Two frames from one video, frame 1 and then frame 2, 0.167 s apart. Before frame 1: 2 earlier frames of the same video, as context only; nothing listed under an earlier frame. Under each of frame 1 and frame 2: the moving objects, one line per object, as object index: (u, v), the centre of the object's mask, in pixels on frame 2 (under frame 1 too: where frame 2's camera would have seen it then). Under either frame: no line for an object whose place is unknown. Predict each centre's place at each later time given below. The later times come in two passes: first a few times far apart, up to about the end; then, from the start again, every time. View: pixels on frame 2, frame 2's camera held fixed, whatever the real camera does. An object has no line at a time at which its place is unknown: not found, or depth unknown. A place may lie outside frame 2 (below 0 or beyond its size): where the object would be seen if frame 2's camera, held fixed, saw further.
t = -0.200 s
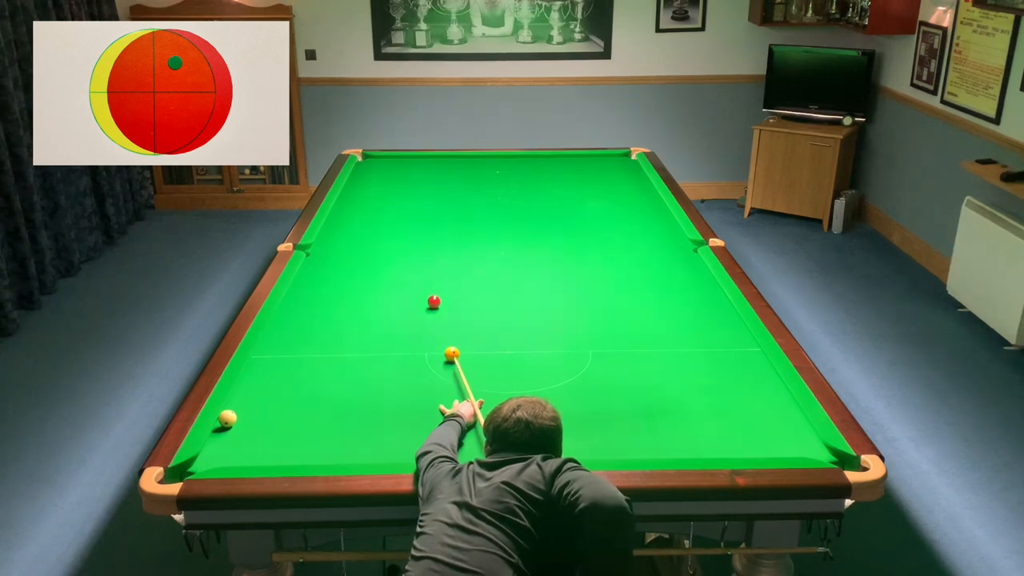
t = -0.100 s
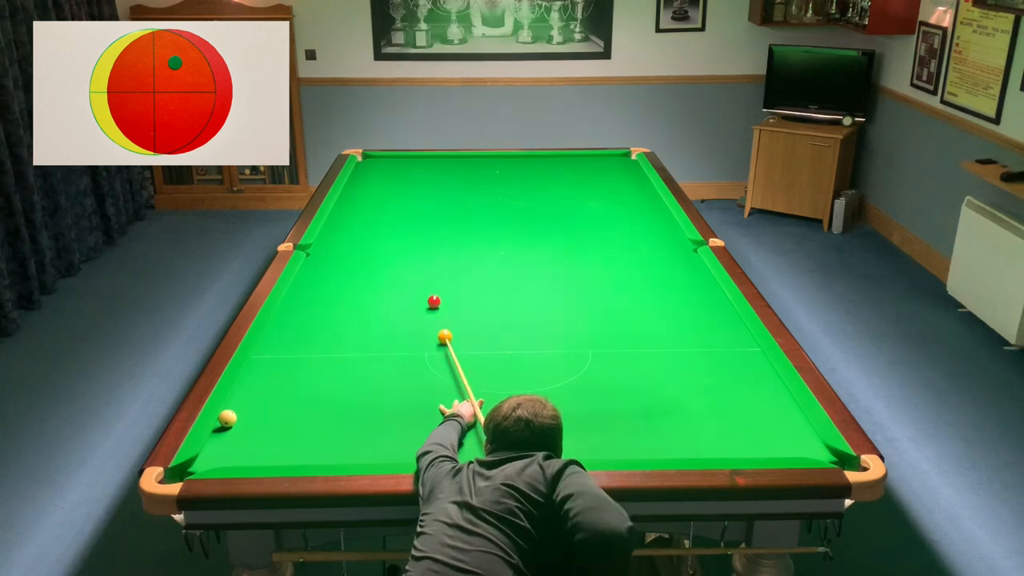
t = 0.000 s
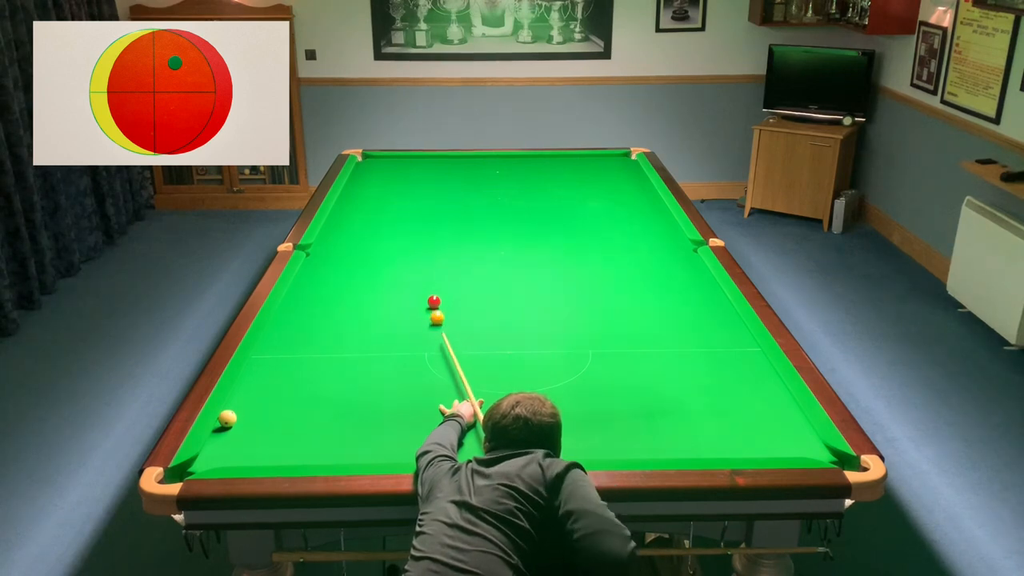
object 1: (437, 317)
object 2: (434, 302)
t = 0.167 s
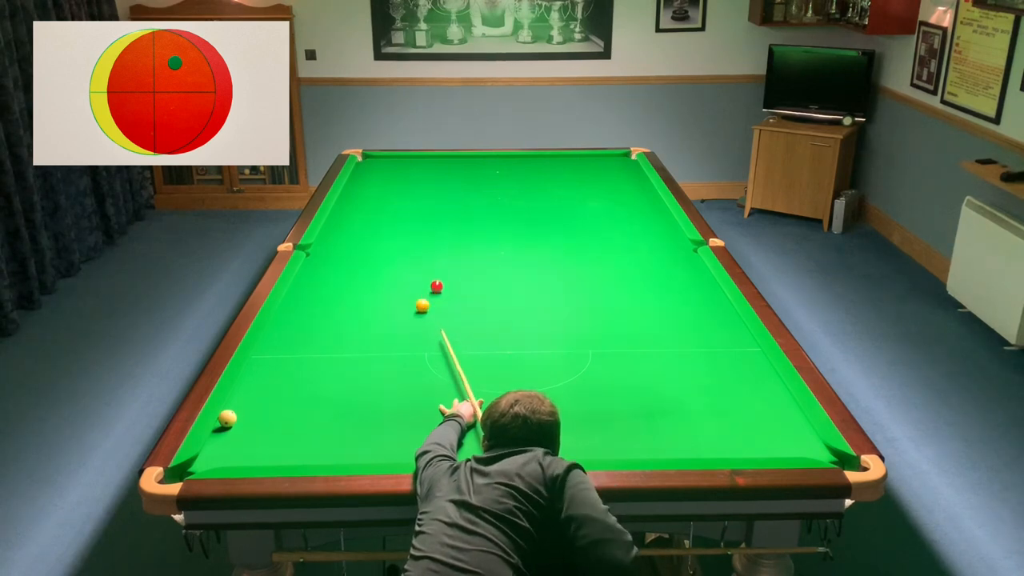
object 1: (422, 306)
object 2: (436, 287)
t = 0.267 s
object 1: (413, 302)
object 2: (438, 275)
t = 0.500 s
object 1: (394, 292)
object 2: (442, 255)
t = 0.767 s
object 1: (373, 281)
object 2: (445, 235)
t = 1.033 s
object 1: (355, 272)
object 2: (448, 217)
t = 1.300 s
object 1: (338, 263)
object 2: (451, 202)
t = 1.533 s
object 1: (324, 256)
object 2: (453, 190)
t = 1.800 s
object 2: (455, 178)
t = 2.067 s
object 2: (456, 167)
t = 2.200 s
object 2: (457, 162)
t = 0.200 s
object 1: (419, 305)
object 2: (437, 282)
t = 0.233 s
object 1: (416, 304)
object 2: (438, 279)
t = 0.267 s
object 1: (413, 302)
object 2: (438, 275)
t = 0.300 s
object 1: (410, 301)
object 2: (439, 272)
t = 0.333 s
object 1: (407, 299)
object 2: (439, 269)
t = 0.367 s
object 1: (405, 298)
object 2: (440, 266)
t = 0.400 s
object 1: (402, 296)
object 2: (441, 263)
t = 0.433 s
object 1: (399, 295)
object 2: (441, 260)
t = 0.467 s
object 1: (396, 293)
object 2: (441, 258)
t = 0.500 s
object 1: (394, 292)
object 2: (442, 255)
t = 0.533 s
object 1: (391, 291)
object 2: (442, 252)
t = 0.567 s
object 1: (389, 289)
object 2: (443, 250)
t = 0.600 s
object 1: (386, 288)
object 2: (443, 247)
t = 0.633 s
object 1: (383, 287)
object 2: (444, 244)
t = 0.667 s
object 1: (381, 285)
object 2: (444, 242)
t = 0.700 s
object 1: (378, 284)
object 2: (445, 239)
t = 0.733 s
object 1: (376, 283)
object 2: (445, 237)
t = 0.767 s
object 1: (373, 281)
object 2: (445, 235)
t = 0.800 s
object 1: (371, 280)
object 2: (446, 232)
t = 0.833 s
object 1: (369, 279)
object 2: (446, 230)
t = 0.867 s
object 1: (366, 278)
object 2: (447, 228)
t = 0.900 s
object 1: (364, 276)
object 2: (447, 226)
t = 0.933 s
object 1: (361, 275)
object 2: (447, 223)
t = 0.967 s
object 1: (359, 274)
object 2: (448, 222)
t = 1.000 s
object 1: (357, 273)
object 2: (448, 219)
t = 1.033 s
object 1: (355, 272)
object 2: (448, 217)
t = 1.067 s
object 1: (352, 271)
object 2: (449, 215)
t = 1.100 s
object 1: (350, 270)
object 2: (449, 213)
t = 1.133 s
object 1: (348, 268)
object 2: (450, 211)
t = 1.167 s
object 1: (346, 267)
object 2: (450, 209)
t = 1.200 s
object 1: (344, 266)
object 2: (450, 207)
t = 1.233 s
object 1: (342, 265)
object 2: (450, 205)
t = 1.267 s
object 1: (340, 264)
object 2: (451, 204)
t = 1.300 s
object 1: (338, 263)
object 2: (451, 202)
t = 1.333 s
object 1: (336, 262)
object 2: (451, 200)
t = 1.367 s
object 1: (334, 261)
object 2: (452, 198)
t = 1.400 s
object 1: (332, 260)
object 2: (452, 197)
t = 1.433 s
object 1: (330, 259)
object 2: (452, 195)
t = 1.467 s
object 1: (328, 258)
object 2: (452, 193)
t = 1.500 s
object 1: (326, 257)
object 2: (453, 192)
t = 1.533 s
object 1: (324, 256)
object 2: (453, 190)
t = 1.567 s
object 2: (453, 188)
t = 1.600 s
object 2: (454, 187)
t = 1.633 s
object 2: (454, 185)
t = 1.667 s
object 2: (454, 184)
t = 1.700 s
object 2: (454, 182)
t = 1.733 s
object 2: (454, 181)
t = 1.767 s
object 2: (454, 179)
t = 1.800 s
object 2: (455, 178)
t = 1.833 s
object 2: (455, 177)
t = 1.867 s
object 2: (455, 175)
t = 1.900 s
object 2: (455, 174)
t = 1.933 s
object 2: (456, 172)
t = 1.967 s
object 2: (456, 171)
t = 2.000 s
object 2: (456, 170)
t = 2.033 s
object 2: (456, 168)
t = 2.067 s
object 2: (456, 167)
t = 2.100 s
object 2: (457, 166)
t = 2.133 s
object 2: (457, 165)
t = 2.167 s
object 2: (457, 163)
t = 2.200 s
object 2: (457, 162)
